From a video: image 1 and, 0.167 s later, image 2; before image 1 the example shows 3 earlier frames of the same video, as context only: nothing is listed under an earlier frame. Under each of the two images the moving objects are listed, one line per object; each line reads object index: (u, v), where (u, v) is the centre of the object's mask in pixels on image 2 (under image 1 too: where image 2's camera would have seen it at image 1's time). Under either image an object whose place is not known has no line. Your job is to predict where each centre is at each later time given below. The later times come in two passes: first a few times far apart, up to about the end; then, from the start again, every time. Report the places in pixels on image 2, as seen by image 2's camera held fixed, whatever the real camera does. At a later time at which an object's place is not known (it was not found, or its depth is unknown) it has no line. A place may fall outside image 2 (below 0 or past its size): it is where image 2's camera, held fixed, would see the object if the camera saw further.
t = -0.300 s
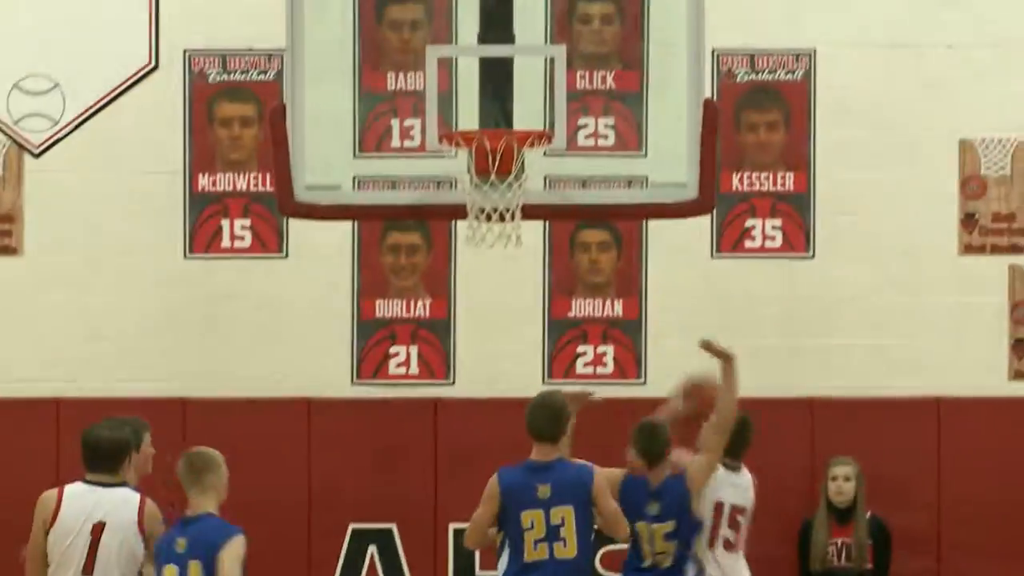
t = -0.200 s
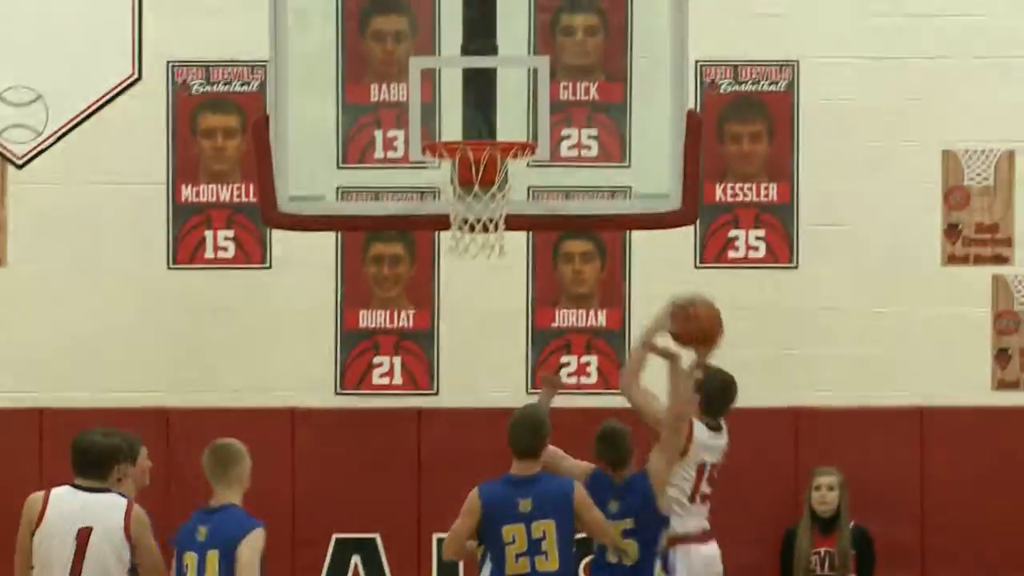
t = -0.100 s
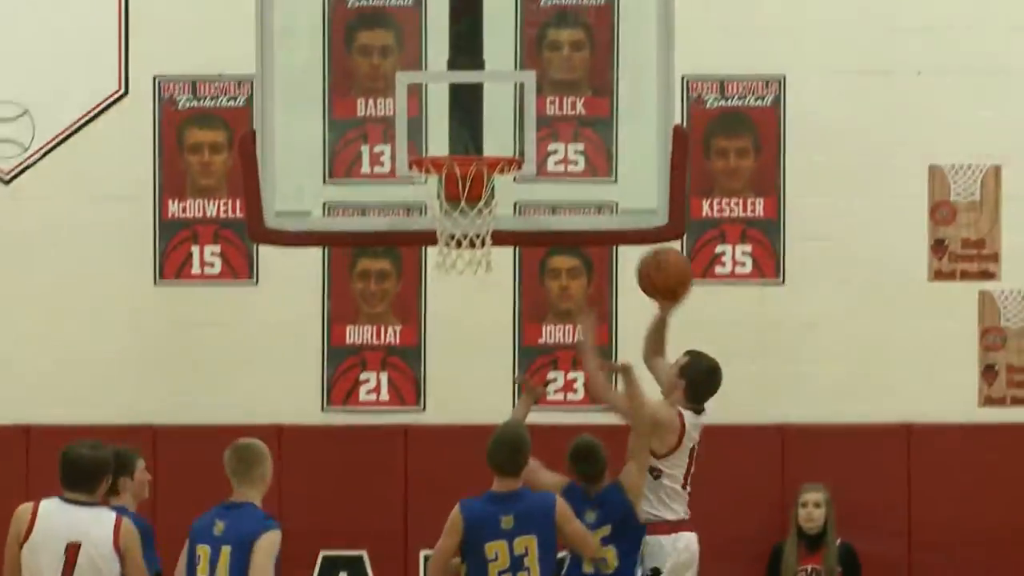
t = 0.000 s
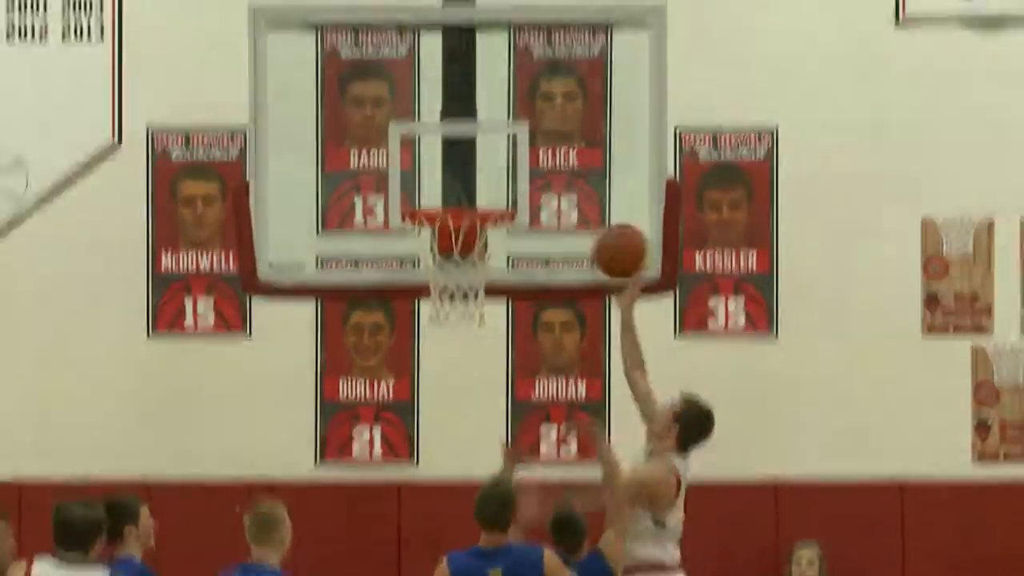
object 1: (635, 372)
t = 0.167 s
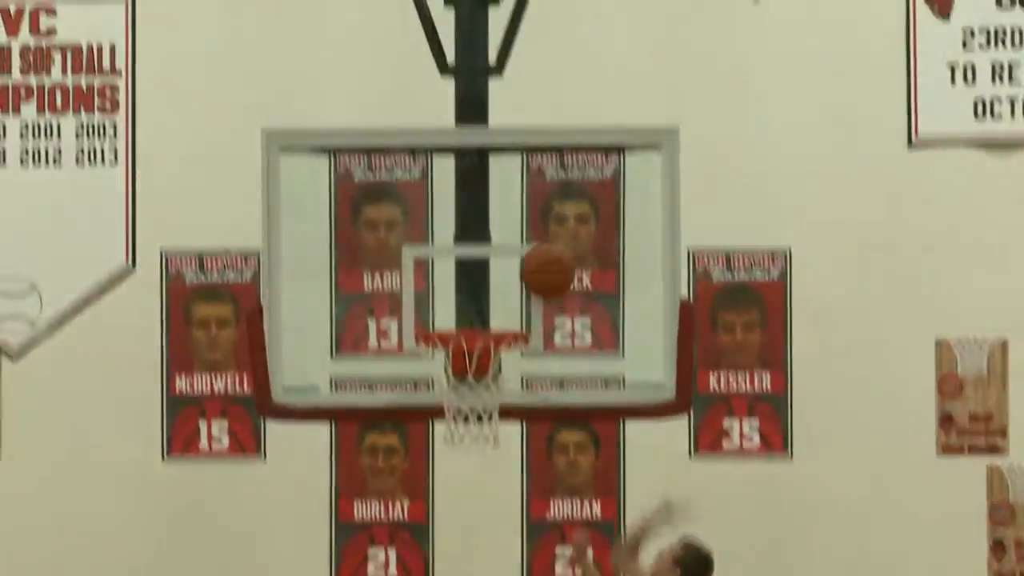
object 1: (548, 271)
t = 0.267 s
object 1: (514, 259)
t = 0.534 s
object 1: (449, 303)
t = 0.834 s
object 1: (482, 322)
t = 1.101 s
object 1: (431, 418)
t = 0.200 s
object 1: (537, 264)
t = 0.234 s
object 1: (525, 260)
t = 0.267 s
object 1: (514, 259)
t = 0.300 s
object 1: (503, 259)
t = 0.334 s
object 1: (493, 263)
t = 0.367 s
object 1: (481, 270)
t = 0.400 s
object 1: (470, 277)
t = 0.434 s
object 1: (459, 288)
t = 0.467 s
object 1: (448, 301)
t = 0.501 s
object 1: (444, 310)
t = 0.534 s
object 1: (449, 303)
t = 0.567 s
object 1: (456, 299)
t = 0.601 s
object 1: (462, 298)
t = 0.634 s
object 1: (469, 300)
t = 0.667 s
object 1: (475, 302)
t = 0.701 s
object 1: (482, 306)
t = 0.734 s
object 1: (488, 311)
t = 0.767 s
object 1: (495, 316)
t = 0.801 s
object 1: (490, 320)
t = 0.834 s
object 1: (482, 322)
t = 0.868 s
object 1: (471, 327)
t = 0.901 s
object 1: (444, 359)
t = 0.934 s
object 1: (447, 367)
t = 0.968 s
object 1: (441, 381)
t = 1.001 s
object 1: (434, 391)
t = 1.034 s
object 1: (430, 394)
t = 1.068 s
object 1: (430, 396)
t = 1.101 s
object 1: (431, 418)
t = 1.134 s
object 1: (435, 420)
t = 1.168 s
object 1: (437, 426)
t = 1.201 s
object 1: (440, 433)
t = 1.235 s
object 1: (441, 445)
